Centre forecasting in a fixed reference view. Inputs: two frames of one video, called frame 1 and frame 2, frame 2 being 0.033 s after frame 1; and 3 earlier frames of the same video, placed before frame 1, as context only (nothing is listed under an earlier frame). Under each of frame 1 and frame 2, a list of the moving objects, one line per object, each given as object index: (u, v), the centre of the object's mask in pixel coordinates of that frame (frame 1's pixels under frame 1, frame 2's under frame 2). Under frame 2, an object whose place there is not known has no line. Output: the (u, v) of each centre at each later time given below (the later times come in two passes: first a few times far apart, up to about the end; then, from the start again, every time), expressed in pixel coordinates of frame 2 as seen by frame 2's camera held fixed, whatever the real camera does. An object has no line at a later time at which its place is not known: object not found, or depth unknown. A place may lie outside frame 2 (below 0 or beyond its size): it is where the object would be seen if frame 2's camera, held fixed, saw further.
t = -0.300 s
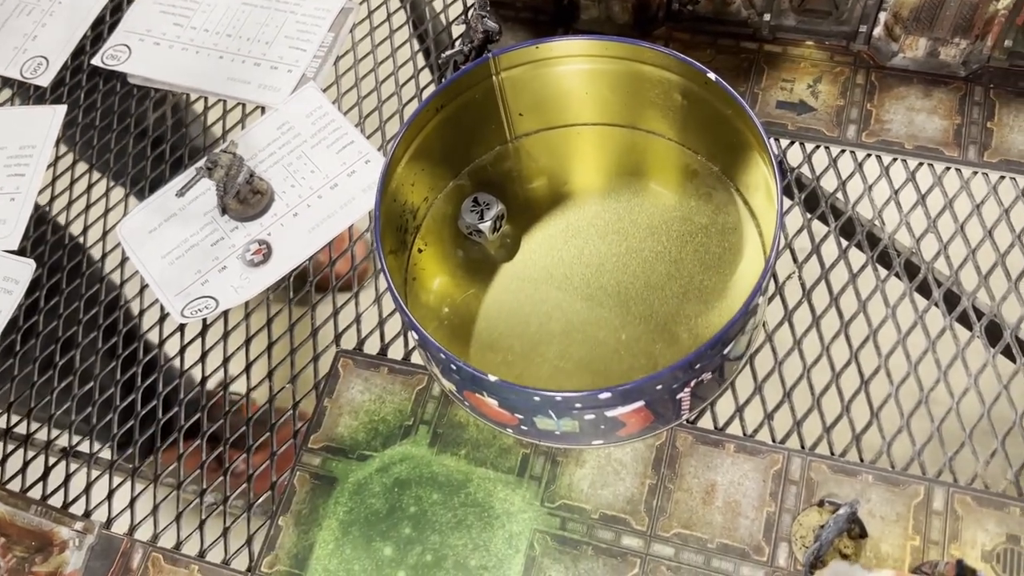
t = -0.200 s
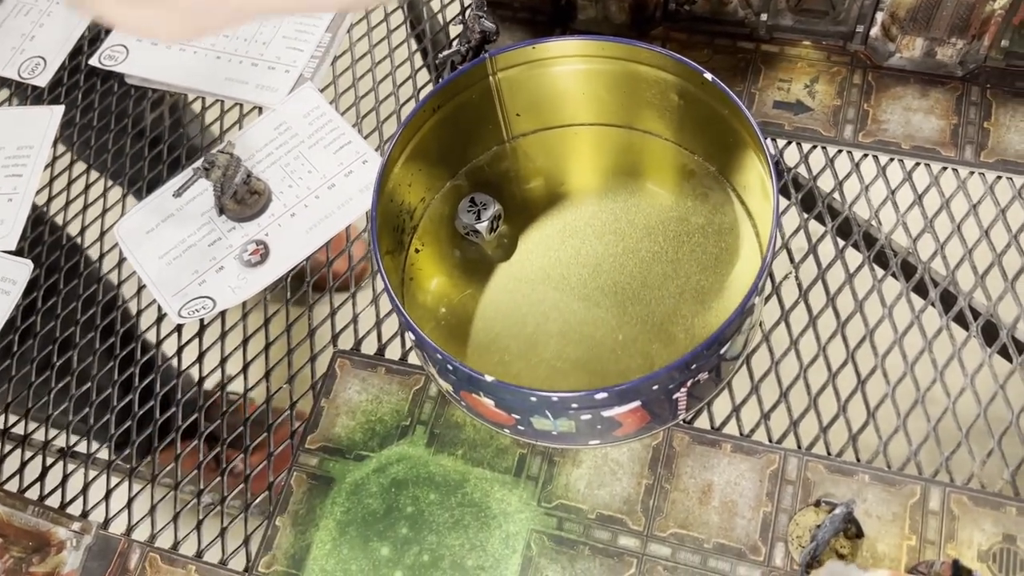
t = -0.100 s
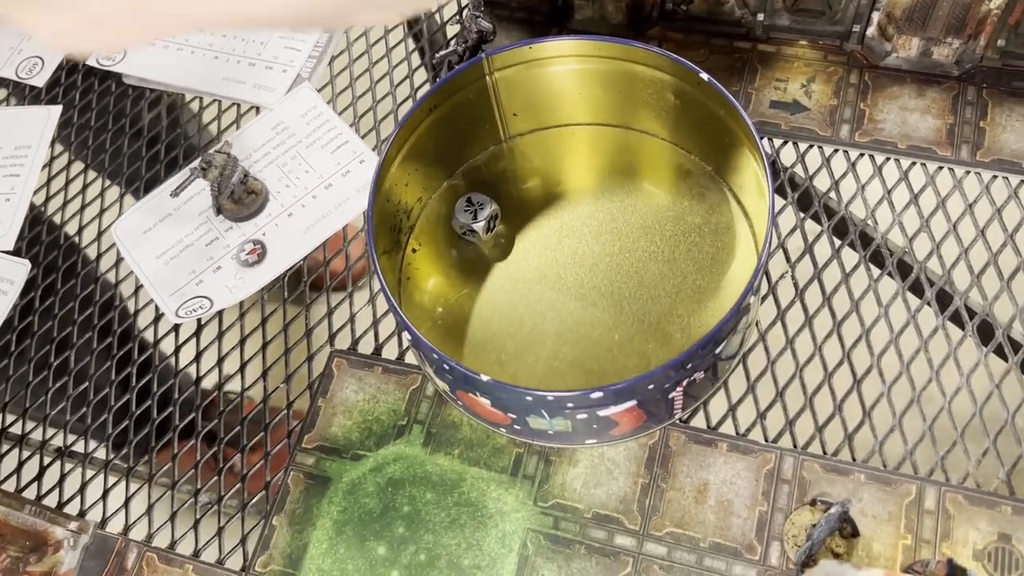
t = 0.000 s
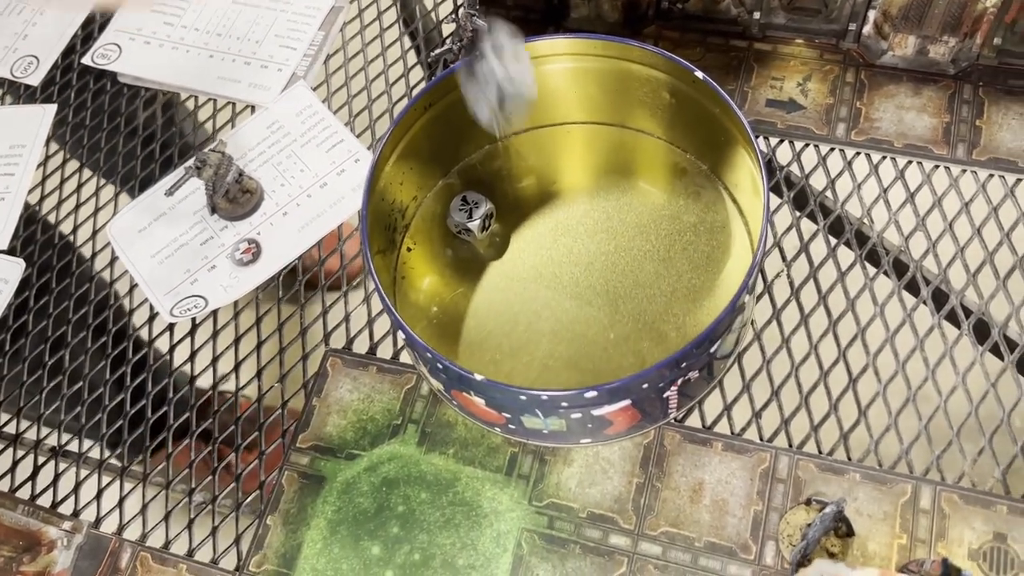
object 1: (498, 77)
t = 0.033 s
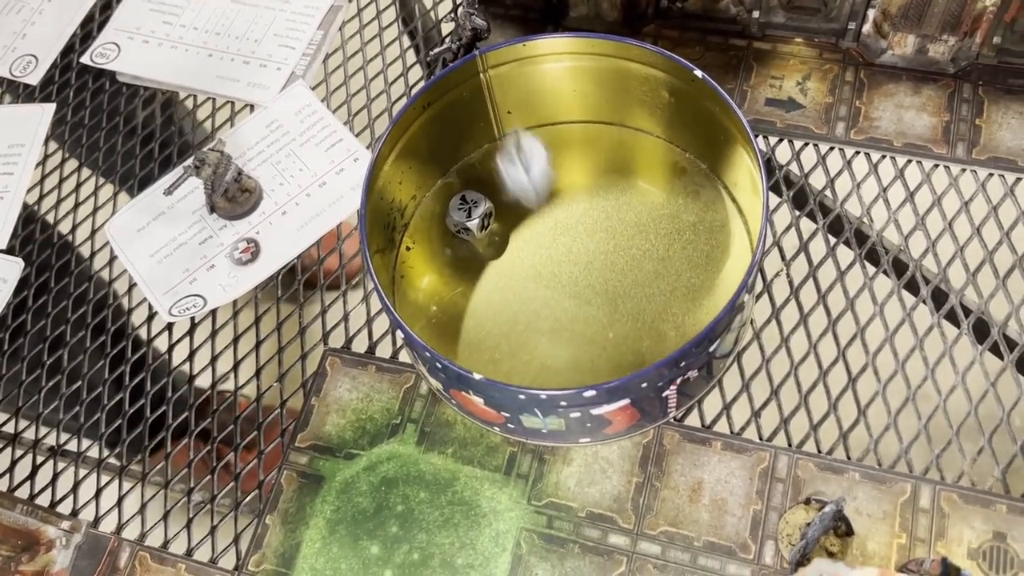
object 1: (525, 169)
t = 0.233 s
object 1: (558, 295)
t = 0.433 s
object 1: (593, 363)
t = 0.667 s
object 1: (612, 340)
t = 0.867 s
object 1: (612, 340)
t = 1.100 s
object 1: (612, 340)
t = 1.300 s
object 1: (611, 340)
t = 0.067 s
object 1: (550, 251)
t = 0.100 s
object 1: (548, 246)
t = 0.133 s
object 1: (547, 235)
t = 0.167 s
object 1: (547, 239)
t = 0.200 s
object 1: (551, 259)
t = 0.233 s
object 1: (558, 295)
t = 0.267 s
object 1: (566, 329)
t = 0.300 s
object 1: (569, 347)
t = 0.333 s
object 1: (576, 368)
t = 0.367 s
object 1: (584, 378)
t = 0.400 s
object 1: (588, 371)
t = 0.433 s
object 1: (593, 363)
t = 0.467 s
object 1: (599, 356)
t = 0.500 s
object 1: (602, 346)
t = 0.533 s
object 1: (607, 341)
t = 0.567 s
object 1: (611, 339)
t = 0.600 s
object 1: (613, 340)
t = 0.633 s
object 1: (613, 340)
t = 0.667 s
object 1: (612, 340)
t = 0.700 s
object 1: (612, 340)
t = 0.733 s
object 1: (612, 340)
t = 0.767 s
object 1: (612, 340)
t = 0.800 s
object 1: (612, 339)
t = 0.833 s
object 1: (612, 340)
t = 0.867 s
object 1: (612, 340)
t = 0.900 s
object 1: (612, 340)
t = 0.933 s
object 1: (612, 340)
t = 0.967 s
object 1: (612, 340)
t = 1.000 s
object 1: (612, 339)
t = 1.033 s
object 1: (612, 340)
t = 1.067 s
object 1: (612, 340)
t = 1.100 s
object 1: (612, 340)
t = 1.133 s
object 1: (612, 340)
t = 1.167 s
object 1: (612, 340)
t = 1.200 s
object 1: (612, 340)
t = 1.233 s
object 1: (612, 340)
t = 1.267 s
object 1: (612, 340)
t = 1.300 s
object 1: (611, 340)
